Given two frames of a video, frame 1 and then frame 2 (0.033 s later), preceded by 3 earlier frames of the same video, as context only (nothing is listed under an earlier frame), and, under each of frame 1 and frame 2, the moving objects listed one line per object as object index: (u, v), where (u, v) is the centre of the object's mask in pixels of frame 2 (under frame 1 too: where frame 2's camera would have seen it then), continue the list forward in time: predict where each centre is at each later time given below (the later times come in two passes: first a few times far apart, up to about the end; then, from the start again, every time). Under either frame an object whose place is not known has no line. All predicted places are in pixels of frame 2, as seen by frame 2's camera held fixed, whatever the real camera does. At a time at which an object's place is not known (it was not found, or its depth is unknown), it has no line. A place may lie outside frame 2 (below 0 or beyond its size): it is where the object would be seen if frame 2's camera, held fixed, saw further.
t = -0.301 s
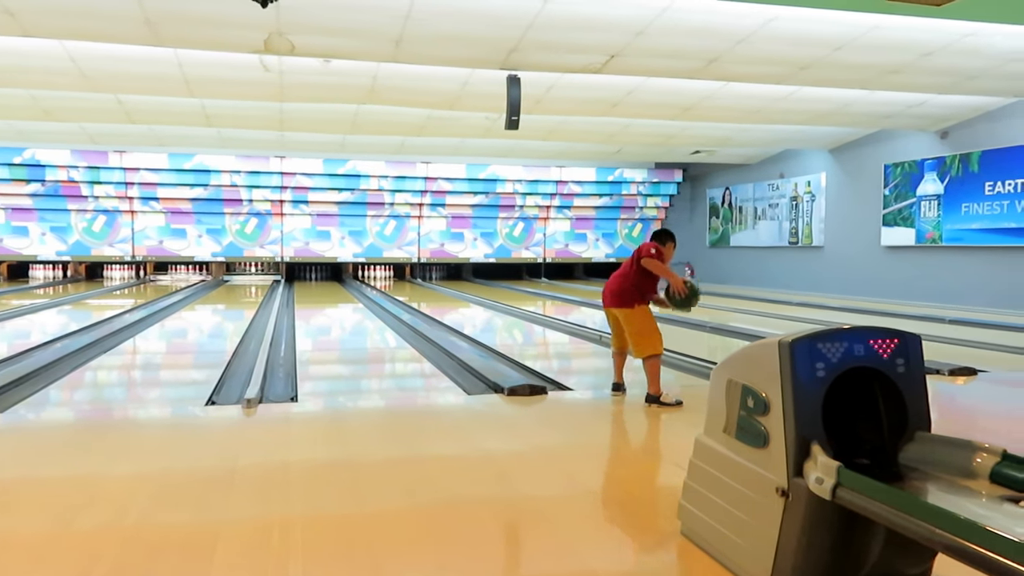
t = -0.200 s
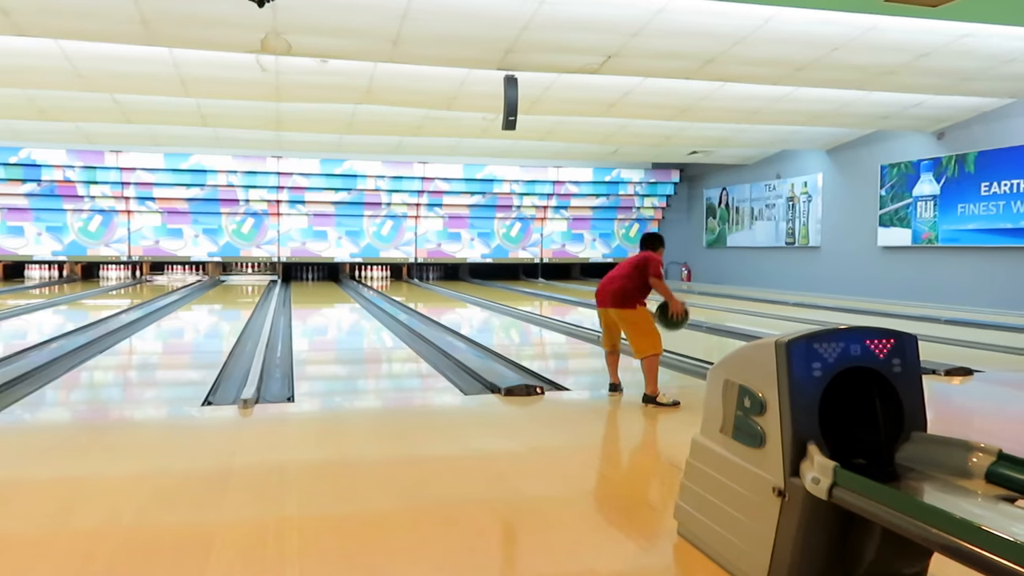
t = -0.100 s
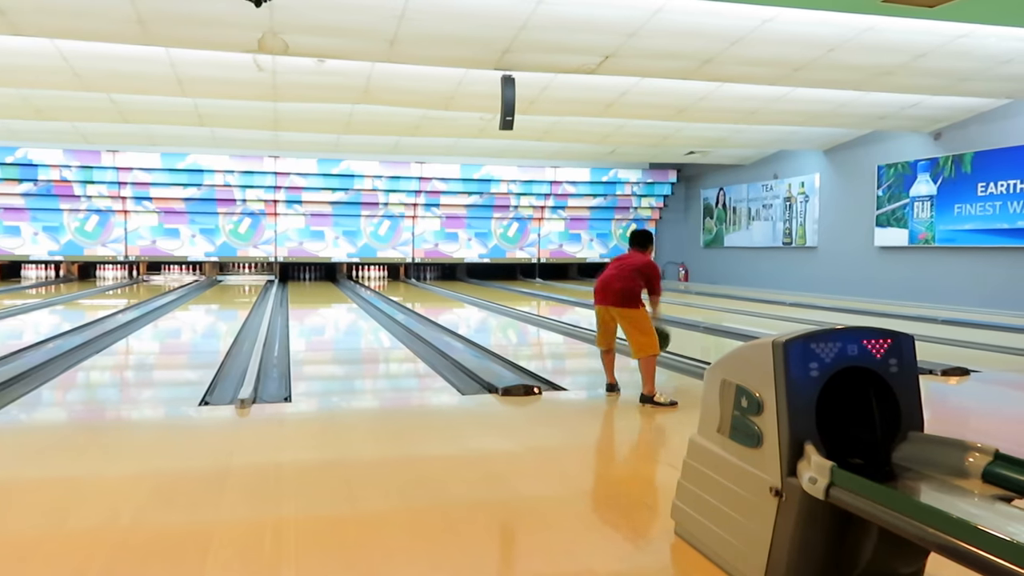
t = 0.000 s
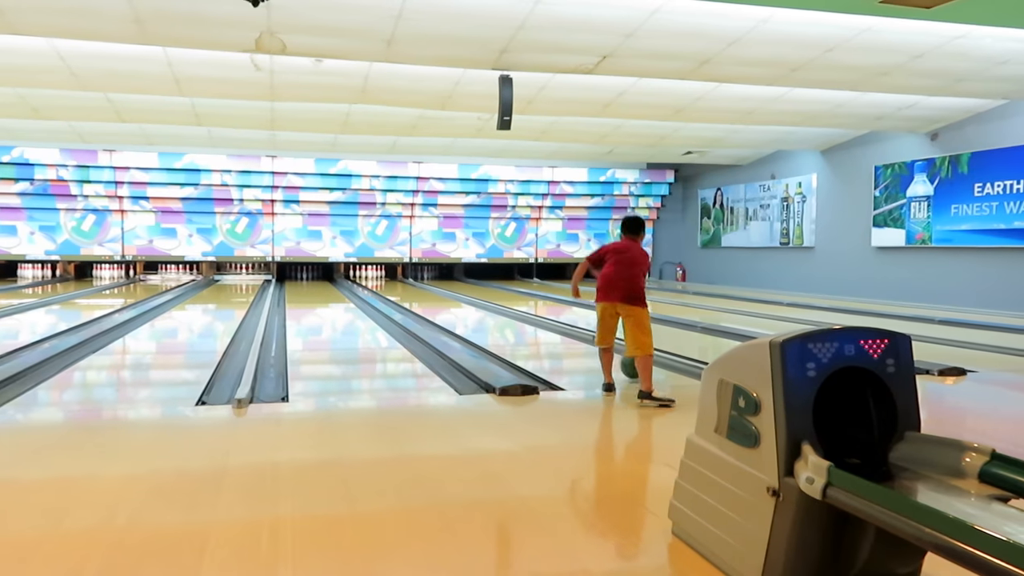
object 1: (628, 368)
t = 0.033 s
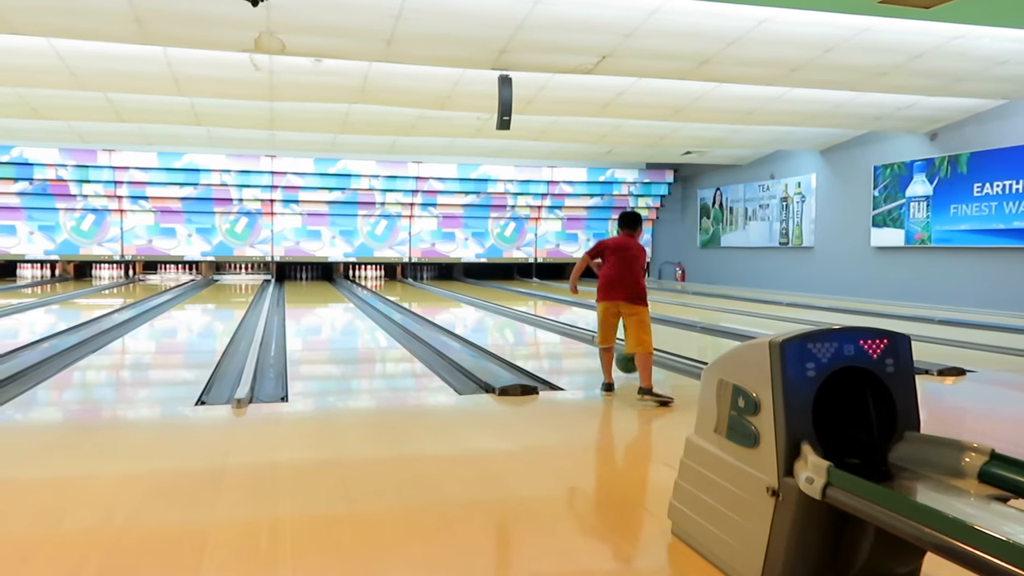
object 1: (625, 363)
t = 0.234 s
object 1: (598, 353)
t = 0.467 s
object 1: (579, 341)
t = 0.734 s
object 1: (555, 332)
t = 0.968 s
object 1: (540, 324)
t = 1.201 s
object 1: (527, 318)
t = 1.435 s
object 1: (516, 313)
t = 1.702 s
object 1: (508, 309)
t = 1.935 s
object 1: (504, 309)
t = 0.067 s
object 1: (624, 357)
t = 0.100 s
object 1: (624, 356)
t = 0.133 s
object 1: (623, 355)
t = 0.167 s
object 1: (602, 356)
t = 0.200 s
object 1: (600, 355)
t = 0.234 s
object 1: (598, 353)
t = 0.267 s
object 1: (596, 351)
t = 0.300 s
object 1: (594, 350)
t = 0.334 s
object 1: (591, 348)
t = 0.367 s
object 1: (588, 346)
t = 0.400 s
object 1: (585, 345)
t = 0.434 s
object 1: (582, 343)
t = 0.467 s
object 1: (579, 341)
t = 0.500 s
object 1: (575, 341)
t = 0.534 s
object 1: (572, 339)
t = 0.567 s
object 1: (569, 338)
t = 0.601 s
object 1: (566, 337)
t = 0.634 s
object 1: (564, 335)
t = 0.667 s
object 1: (561, 334)
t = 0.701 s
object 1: (558, 333)
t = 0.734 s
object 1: (555, 332)
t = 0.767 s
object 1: (553, 331)
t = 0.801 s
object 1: (551, 330)
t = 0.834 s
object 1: (548, 329)
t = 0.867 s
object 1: (546, 327)
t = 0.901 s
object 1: (544, 326)
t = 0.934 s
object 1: (542, 326)
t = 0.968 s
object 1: (540, 324)
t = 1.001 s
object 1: (538, 324)
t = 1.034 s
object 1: (536, 323)
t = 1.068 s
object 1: (534, 322)
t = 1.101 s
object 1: (532, 321)
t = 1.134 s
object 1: (531, 320)
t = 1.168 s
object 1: (529, 319)
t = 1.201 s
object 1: (527, 318)
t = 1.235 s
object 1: (526, 317)
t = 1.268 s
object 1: (524, 317)
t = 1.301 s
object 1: (523, 316)
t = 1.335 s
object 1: (521, 315)
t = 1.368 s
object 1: (519, 314)
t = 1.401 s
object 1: (518, 313)
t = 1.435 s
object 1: (516, 313)
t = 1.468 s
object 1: (515, 312)
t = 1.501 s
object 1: (514, 312)
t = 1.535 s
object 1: (513, 311)
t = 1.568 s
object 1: (512, 311)
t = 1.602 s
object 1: (510, 310)
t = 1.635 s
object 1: (510, 310)
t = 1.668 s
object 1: (508, 309)
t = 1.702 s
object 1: (508, 309)
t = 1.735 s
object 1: (506, 309)
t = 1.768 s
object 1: (506, 308)
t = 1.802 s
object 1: (504, 308)
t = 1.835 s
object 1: (504, 309)
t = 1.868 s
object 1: (504, 309)
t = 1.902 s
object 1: (505, 309)
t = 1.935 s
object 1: (504, 309)
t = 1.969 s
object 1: (503, 310)
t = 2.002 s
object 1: (502, 310)
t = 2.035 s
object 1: (500, 310)
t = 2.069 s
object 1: (497, 310)
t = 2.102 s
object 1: (496, 309)
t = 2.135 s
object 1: (495, 309)
